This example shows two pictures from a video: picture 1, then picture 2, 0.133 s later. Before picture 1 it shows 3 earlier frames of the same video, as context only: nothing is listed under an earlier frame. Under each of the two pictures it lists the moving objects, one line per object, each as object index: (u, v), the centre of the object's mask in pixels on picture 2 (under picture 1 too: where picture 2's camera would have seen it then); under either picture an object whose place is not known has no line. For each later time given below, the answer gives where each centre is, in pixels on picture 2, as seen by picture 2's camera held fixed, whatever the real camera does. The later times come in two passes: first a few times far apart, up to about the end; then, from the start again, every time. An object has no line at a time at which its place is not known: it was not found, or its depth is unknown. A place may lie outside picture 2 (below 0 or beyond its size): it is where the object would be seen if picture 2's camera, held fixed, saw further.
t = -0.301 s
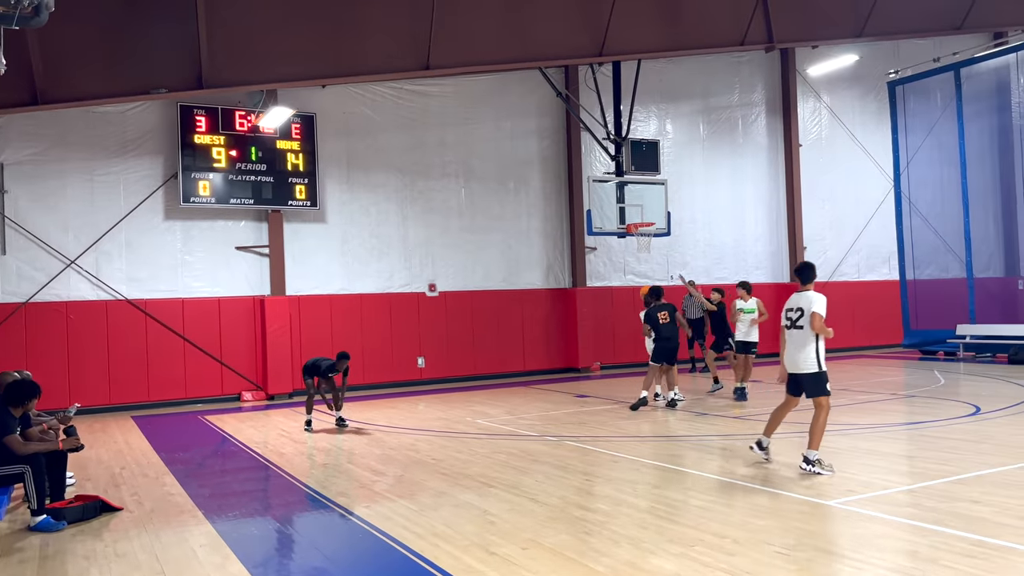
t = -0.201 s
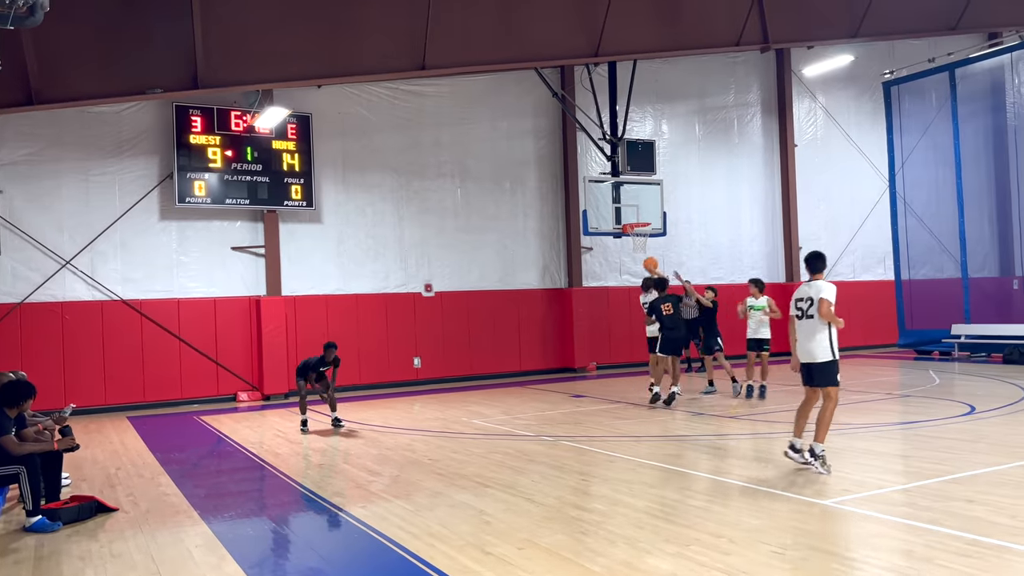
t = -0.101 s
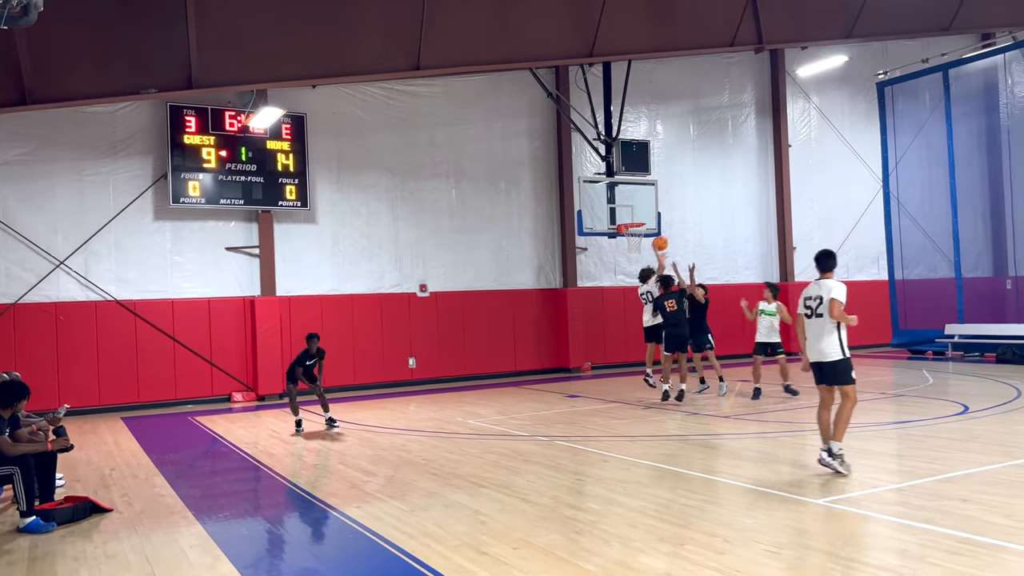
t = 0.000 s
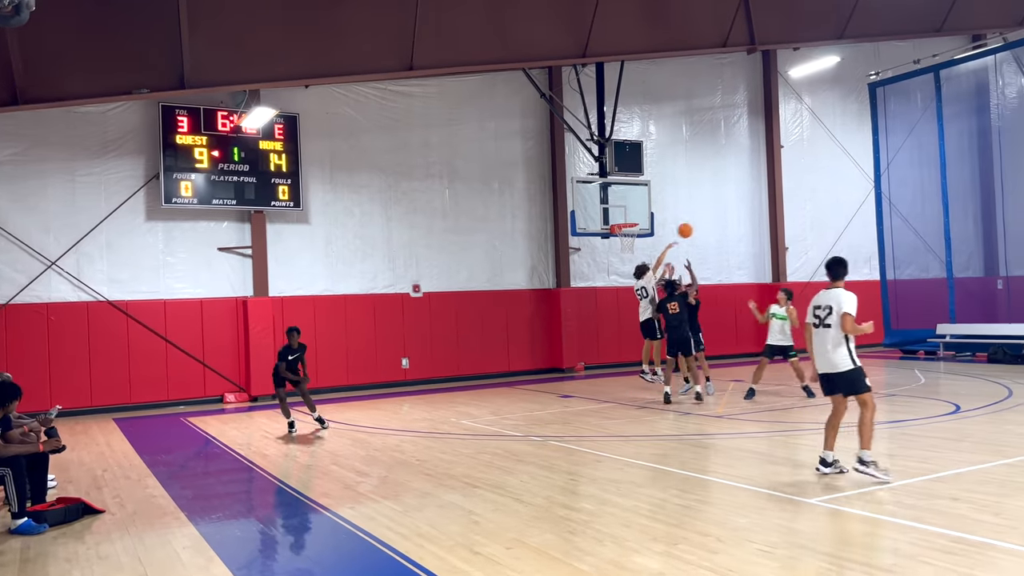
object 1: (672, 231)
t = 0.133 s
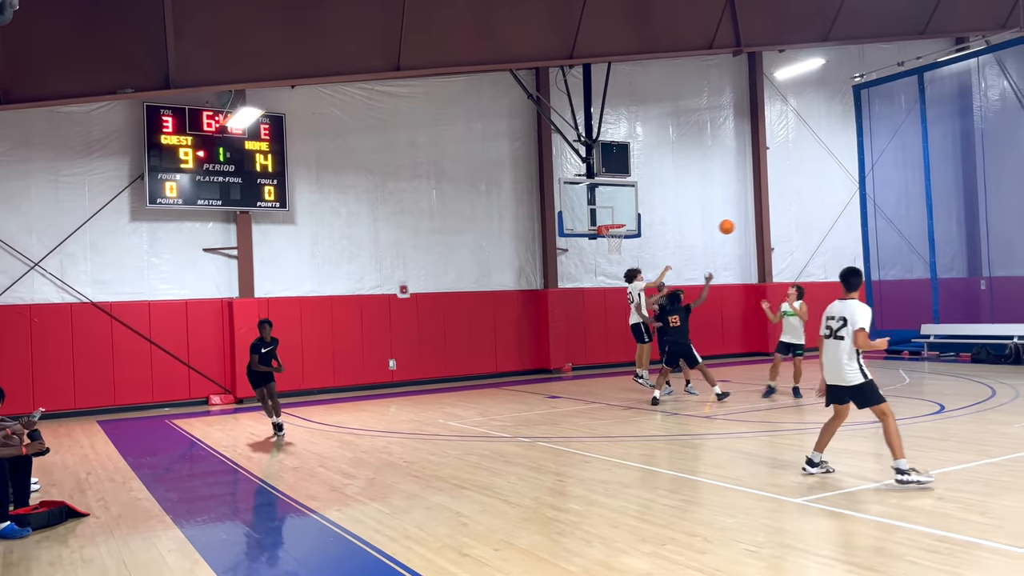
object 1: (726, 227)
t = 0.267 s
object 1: (783, 233)
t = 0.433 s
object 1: (856, 258)
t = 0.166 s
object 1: (740, 227)
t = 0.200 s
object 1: (754, 229)
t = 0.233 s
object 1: (768, 231)
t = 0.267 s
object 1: (783, 233)
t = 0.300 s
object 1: (797, 236)
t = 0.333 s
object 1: (812, 241)
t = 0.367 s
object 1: (826, 246)
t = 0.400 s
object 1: (841, 251)
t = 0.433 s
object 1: (856, 258)
